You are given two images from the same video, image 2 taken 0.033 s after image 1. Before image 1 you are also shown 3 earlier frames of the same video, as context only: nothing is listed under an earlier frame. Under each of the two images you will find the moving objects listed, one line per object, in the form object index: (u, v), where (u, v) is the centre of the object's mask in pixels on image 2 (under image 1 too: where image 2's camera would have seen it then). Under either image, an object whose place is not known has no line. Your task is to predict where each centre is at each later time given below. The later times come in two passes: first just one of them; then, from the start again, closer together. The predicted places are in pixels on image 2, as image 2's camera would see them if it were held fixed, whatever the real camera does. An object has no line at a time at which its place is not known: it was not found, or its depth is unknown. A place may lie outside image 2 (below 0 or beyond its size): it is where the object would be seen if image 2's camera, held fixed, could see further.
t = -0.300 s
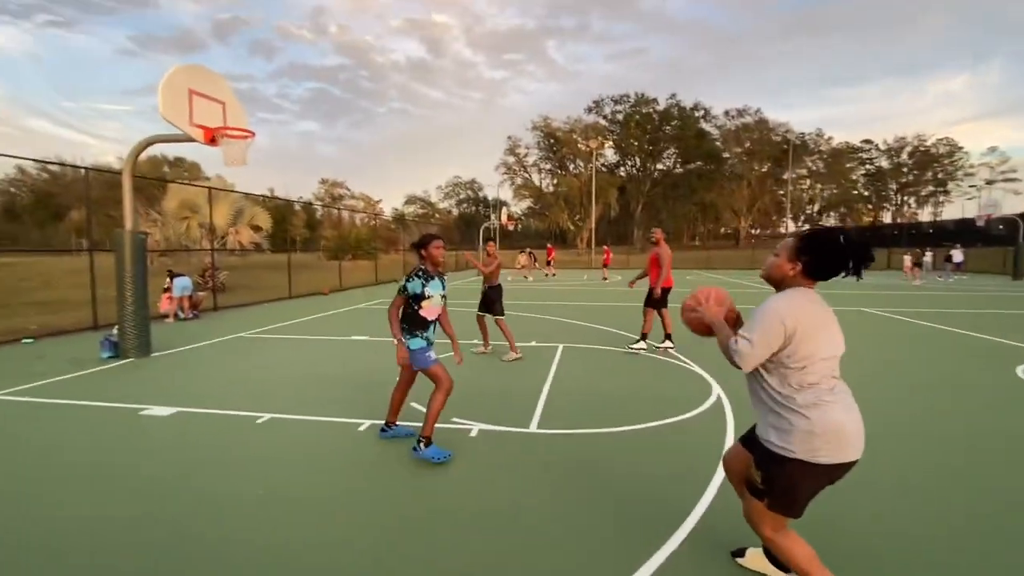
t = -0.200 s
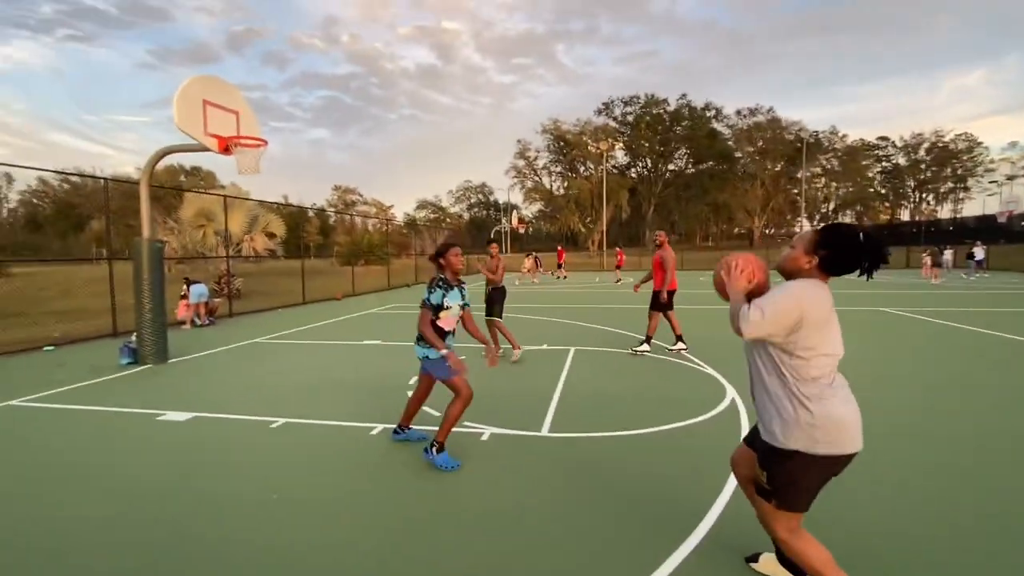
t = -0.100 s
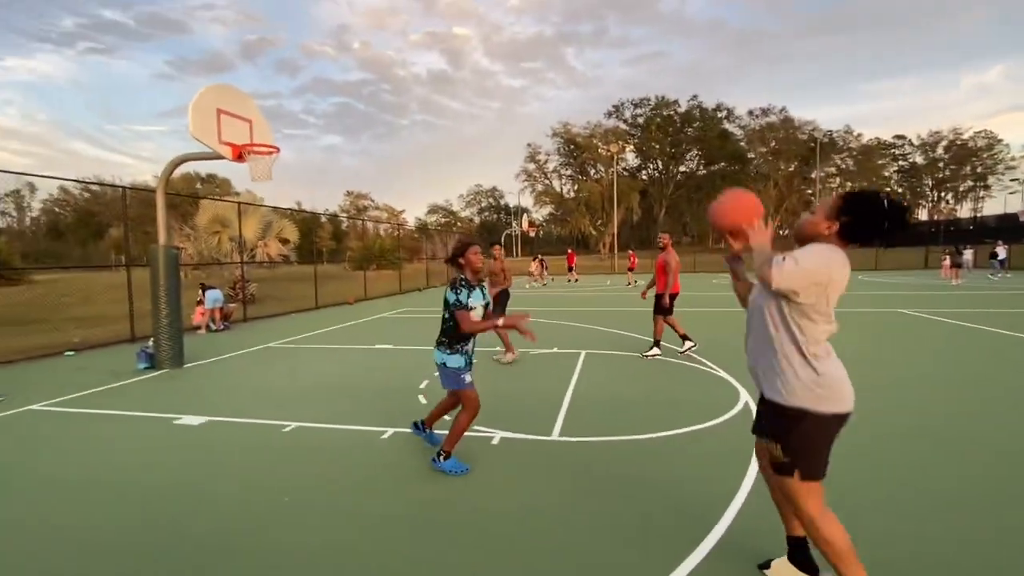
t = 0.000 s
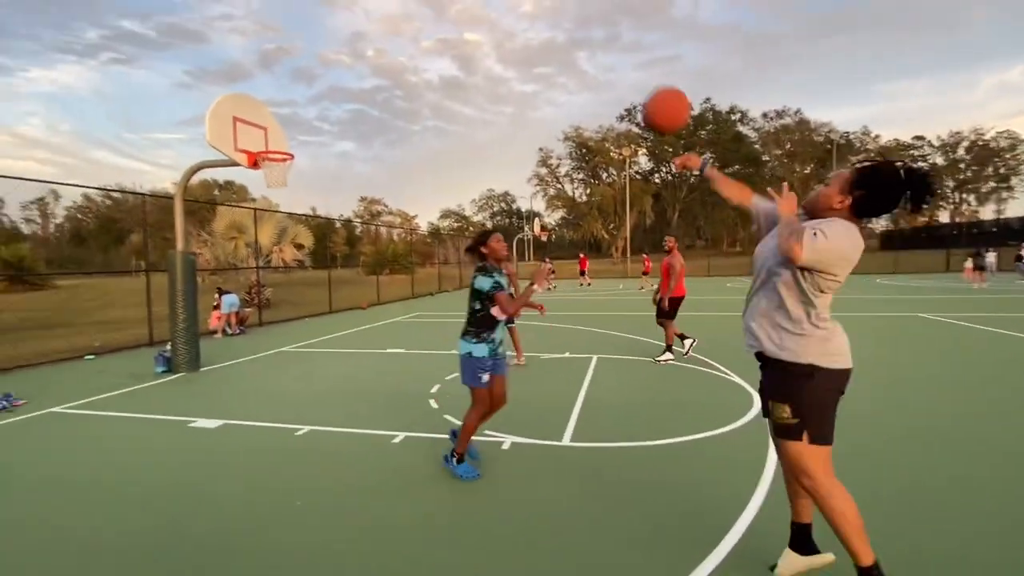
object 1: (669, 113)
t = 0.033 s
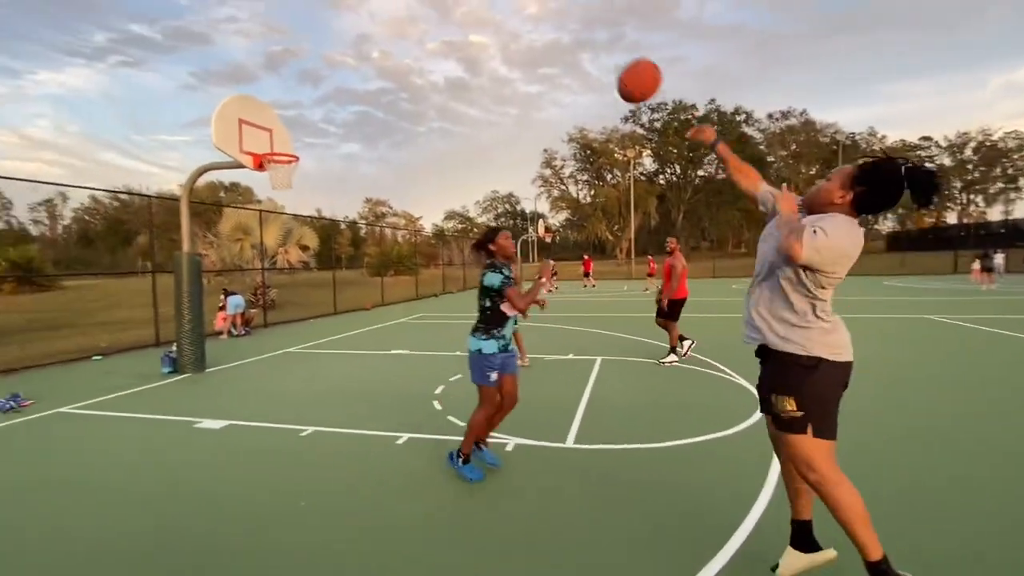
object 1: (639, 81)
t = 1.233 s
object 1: (308, 137)
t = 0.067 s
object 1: (613, 55)
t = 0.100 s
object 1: (589, 33)
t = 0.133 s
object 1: (568, 15)
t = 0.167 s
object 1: (547, 5)
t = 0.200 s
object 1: (529, -2)
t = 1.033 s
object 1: (311, 116)
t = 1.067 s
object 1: (307, 129)
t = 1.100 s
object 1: (303, 142)
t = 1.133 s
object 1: (301, 151)
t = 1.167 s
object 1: (303, 145)
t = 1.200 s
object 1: (305, 140)
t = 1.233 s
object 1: (308, 137)
